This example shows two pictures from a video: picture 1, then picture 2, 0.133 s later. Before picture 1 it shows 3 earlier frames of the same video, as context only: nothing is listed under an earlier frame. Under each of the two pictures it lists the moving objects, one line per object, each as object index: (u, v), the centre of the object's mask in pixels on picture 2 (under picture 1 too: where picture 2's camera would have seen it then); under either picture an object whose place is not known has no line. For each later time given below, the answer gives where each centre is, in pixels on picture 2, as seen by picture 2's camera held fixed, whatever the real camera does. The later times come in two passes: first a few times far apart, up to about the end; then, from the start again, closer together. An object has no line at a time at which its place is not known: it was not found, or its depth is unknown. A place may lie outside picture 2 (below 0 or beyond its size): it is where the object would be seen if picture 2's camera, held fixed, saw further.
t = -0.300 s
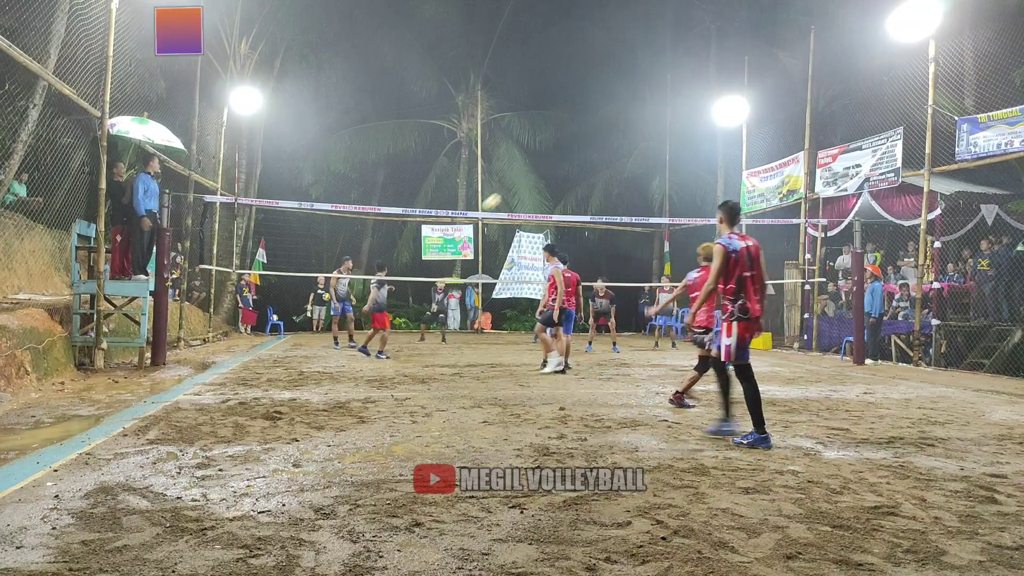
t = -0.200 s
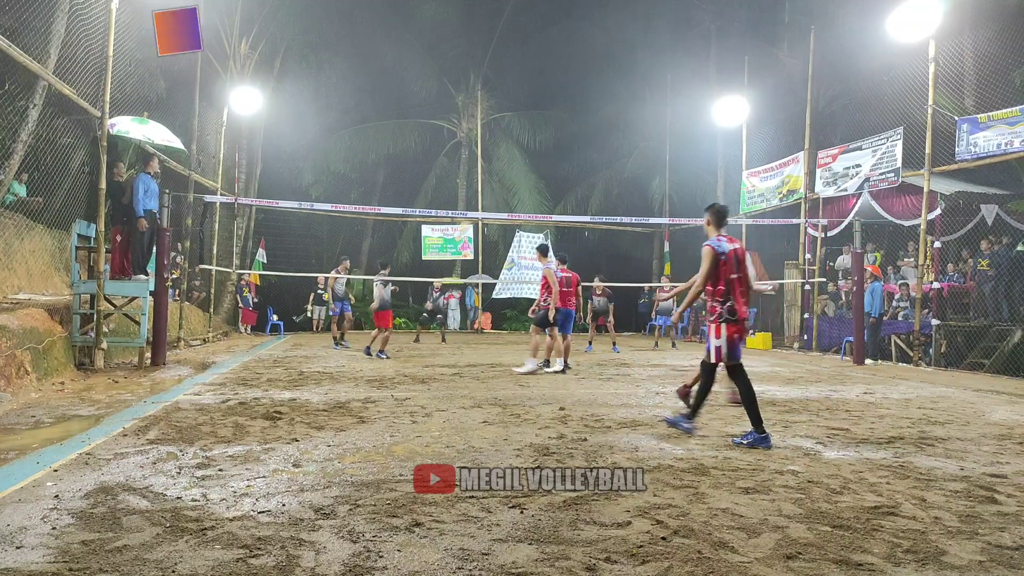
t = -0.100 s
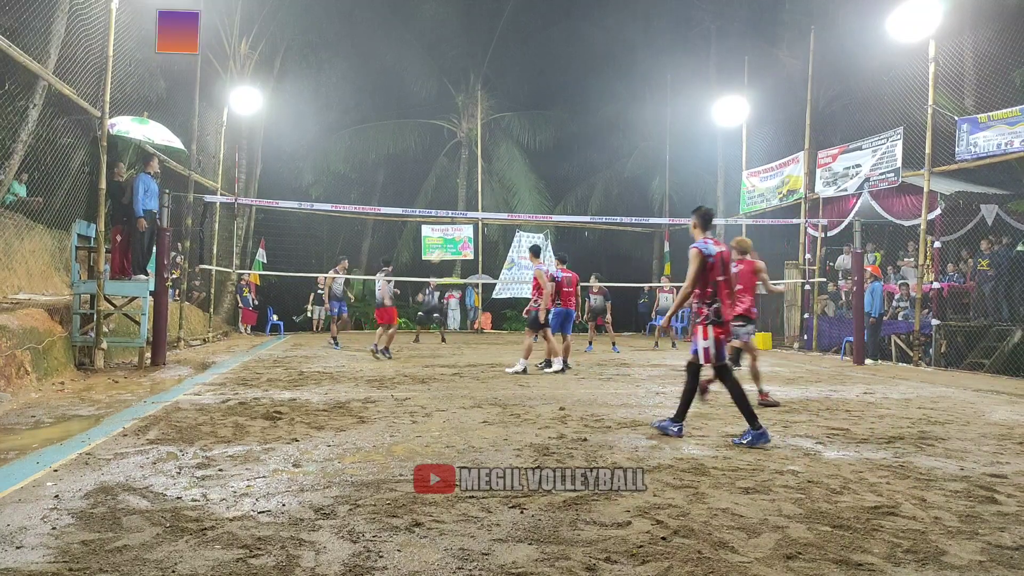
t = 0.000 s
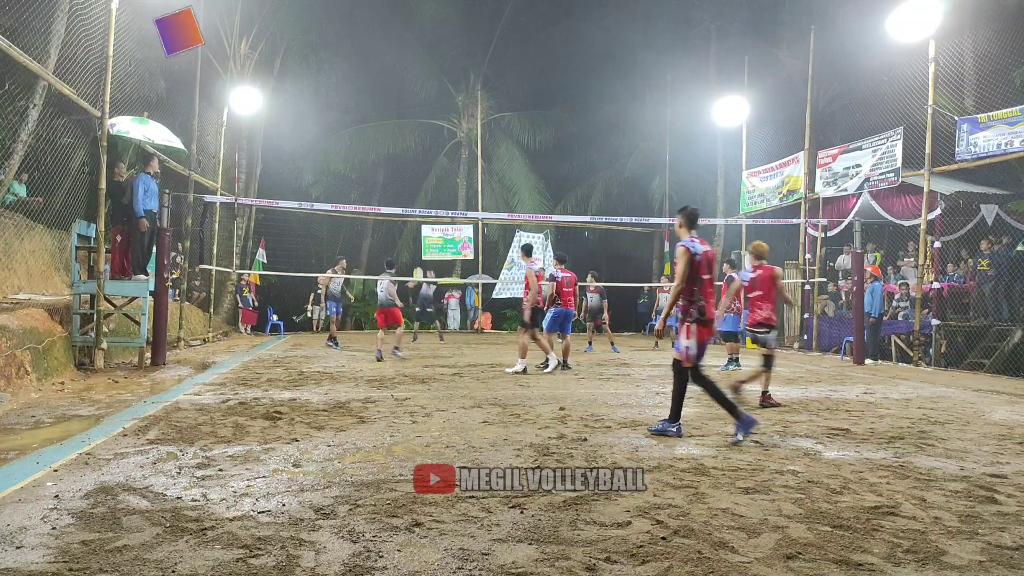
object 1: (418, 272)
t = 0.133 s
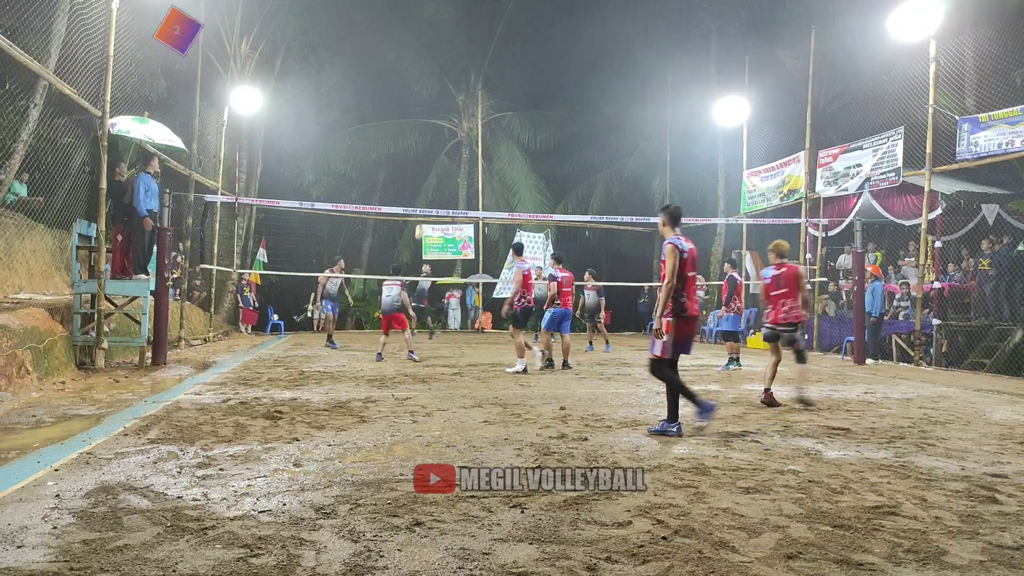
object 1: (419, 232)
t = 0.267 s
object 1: (422, 195)
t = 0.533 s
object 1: (425, 141)
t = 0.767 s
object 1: (429, 119)
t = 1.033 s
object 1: (432, 128)
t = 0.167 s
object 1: (420, 221)
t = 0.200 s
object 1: (420, 211)
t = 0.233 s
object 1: (422, 202)
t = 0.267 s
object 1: (422, 195)
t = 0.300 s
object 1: (423, 186)
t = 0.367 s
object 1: (424, 171)
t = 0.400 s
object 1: (424, 164)
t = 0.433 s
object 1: (424, 157)
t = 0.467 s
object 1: (425, 151)
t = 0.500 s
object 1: (425, 146)
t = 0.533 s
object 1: (425, 141)
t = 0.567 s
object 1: (426, 136)
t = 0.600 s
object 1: (426, 132)
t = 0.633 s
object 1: (427, 129)
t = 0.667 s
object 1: (427, 125)
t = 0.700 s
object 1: (428, 123)
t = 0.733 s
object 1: (428, 121)
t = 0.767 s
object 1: (429, 119)
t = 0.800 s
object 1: (429, 118)
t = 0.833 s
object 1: (429, 118)
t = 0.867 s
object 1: (430, 118)
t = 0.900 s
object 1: (430, 118)
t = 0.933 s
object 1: (431, 120)
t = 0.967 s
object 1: (431, 122)
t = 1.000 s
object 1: (432, 124)
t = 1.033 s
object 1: (432, 128)
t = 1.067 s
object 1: (432, 131)
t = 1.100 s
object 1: (433, 136)
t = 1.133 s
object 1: (433, 141)
